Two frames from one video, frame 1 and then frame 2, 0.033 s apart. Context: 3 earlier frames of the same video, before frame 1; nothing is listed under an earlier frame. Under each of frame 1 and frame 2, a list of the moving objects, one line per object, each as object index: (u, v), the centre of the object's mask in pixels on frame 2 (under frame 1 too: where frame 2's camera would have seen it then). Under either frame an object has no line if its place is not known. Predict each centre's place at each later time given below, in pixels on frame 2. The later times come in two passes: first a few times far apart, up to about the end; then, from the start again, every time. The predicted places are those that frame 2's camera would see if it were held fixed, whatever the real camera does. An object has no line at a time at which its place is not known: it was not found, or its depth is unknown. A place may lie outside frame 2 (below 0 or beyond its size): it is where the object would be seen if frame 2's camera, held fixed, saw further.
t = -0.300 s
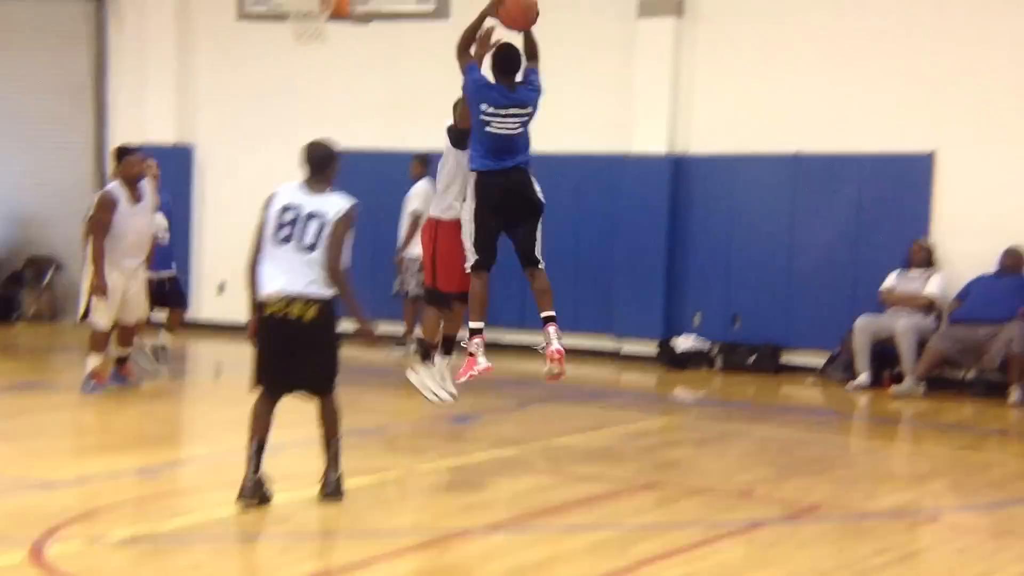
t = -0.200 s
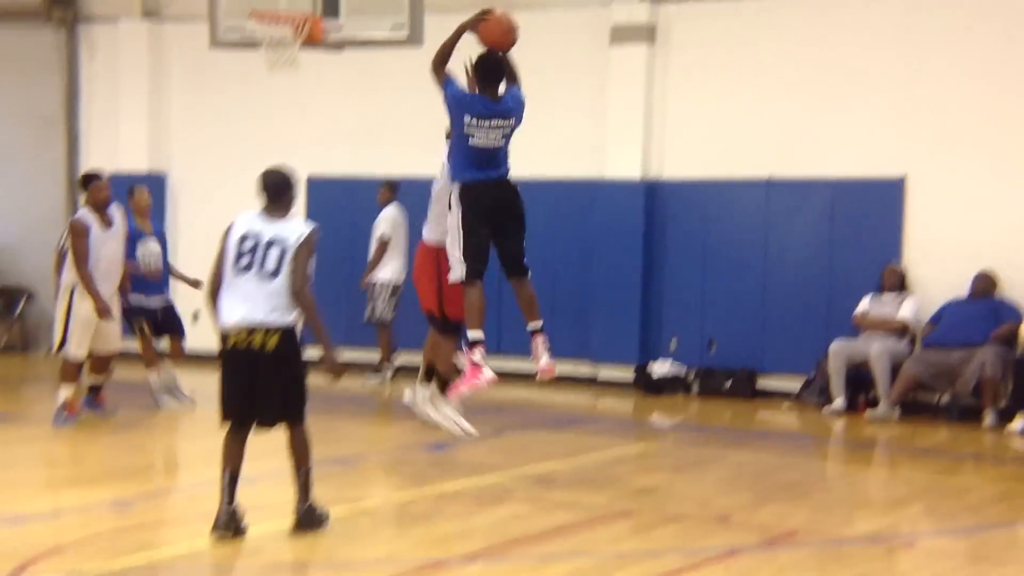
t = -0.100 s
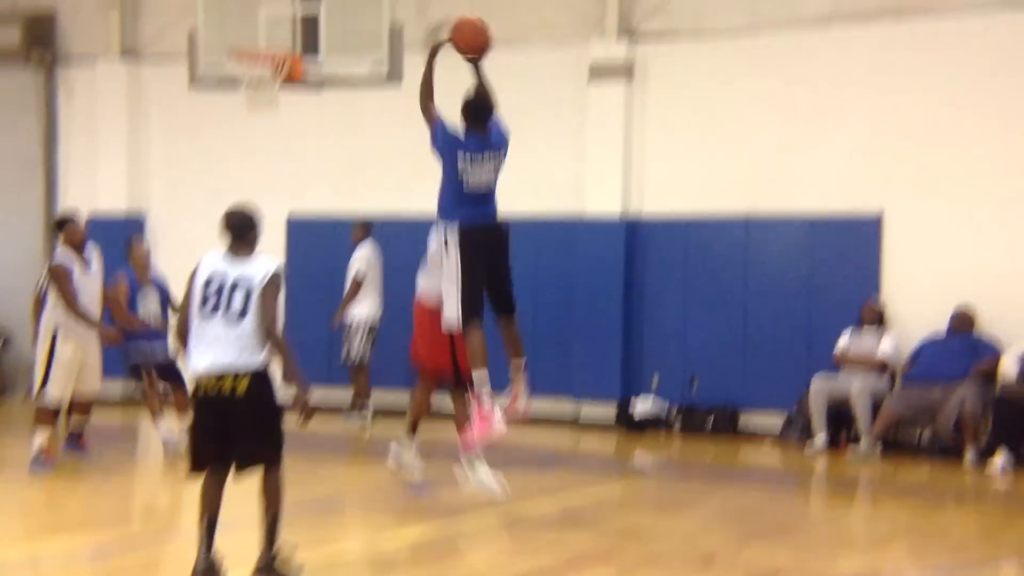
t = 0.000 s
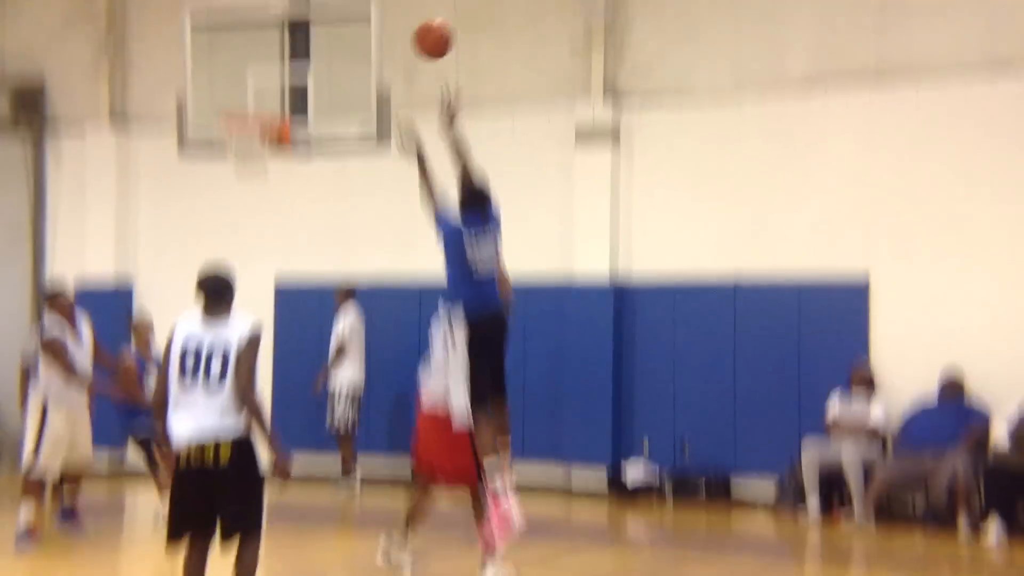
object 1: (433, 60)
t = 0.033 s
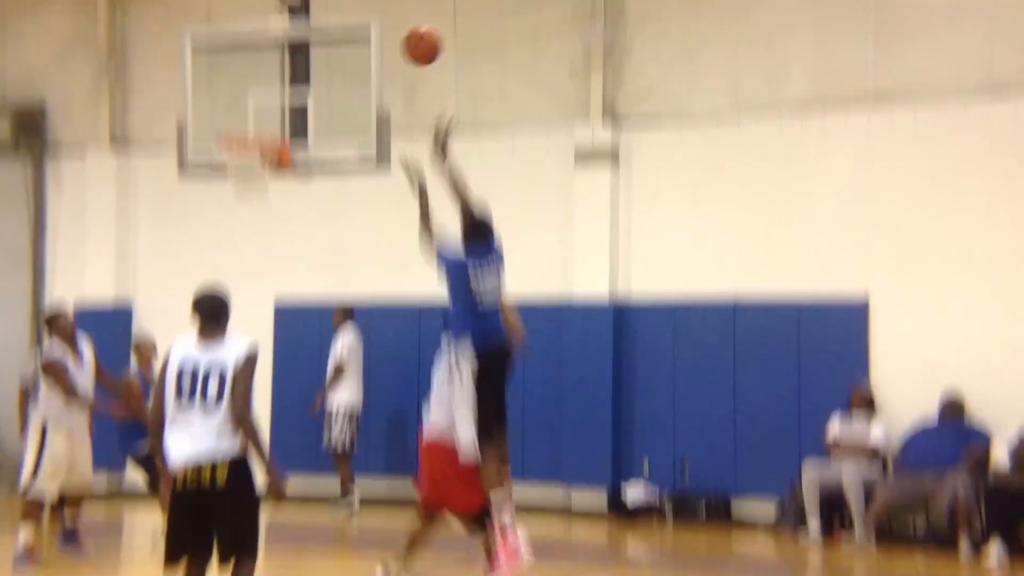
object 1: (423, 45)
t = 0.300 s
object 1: (346, -8)
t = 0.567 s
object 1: (282, 43)
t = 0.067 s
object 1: (411, 31)
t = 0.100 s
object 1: (401, 19)
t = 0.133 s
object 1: (392, 10)
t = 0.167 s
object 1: (383, 3)
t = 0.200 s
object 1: (373, -4)
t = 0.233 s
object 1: (363, -7)
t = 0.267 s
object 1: (355, -8)
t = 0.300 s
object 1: (346, -8)
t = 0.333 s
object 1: (337, -7)
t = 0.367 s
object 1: (328, -4)
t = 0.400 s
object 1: (321, -1)
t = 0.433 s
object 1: (311, 6)
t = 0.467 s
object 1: (303, 12)
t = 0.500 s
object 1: (298, 19)
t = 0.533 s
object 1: (290, 31)
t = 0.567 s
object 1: (282, 43)
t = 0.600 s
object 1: (275, 55)
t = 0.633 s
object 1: (267, 70)
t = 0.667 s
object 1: (261, 85)
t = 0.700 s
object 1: (253, 103)
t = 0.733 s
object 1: (246, 120)
